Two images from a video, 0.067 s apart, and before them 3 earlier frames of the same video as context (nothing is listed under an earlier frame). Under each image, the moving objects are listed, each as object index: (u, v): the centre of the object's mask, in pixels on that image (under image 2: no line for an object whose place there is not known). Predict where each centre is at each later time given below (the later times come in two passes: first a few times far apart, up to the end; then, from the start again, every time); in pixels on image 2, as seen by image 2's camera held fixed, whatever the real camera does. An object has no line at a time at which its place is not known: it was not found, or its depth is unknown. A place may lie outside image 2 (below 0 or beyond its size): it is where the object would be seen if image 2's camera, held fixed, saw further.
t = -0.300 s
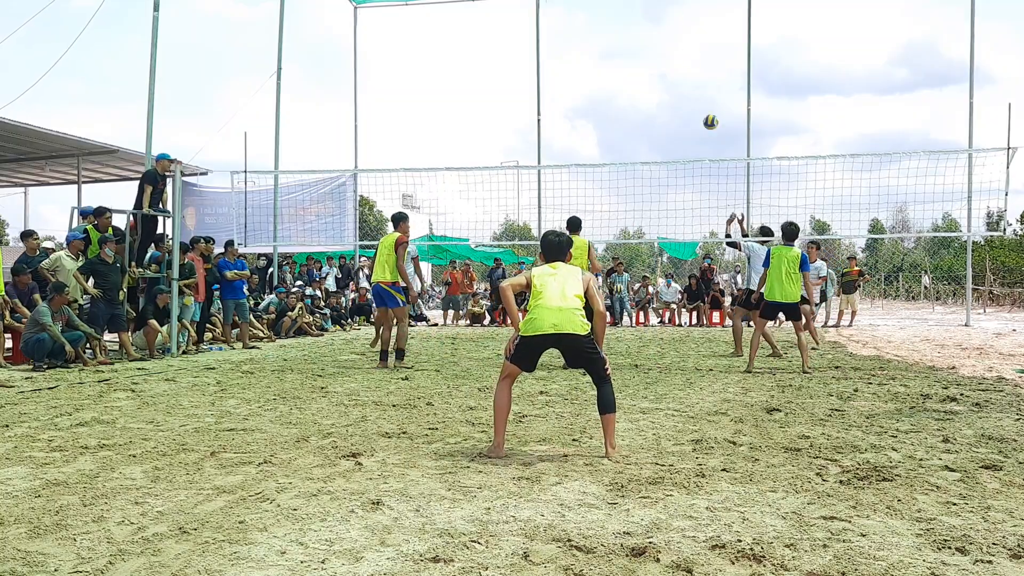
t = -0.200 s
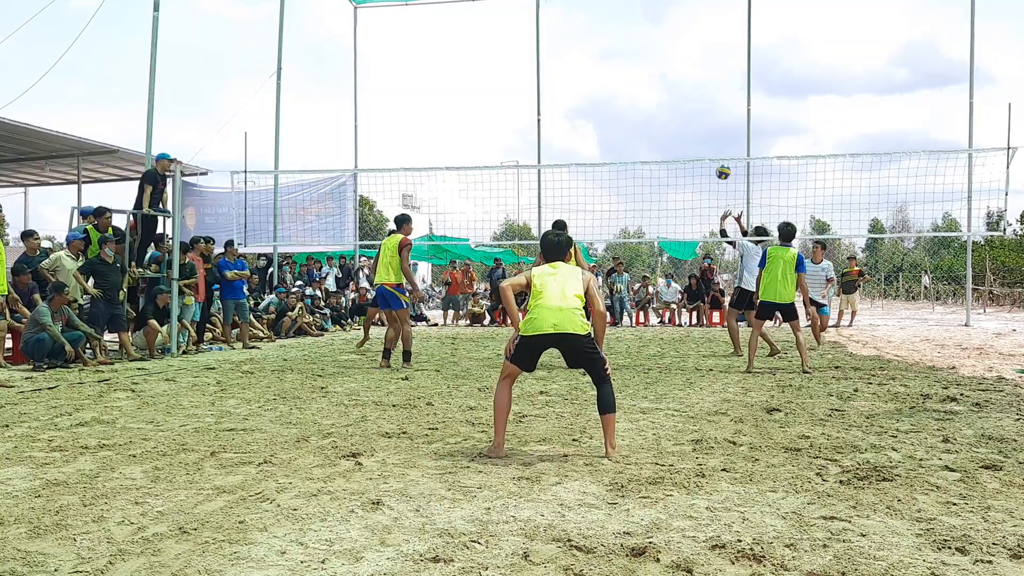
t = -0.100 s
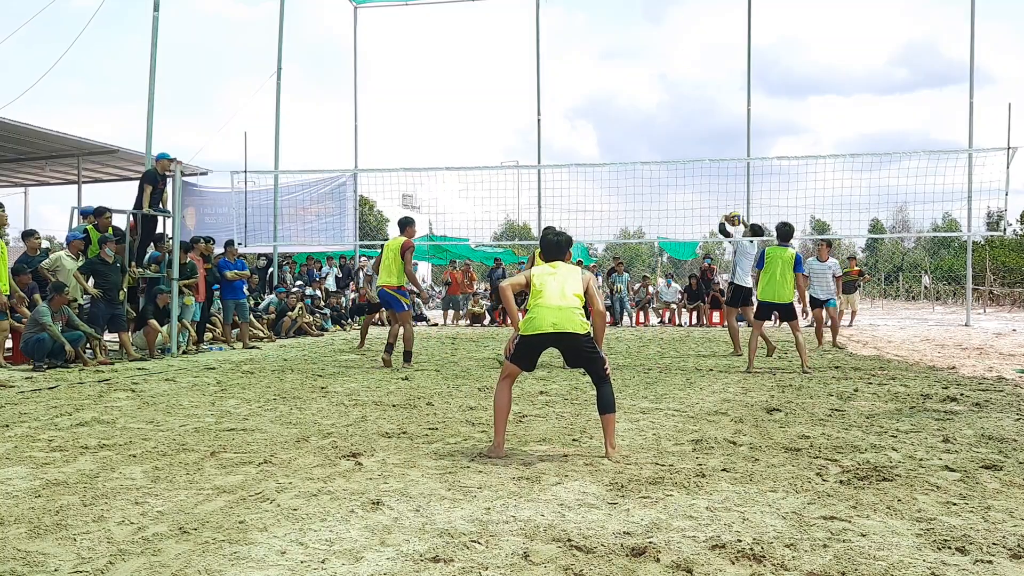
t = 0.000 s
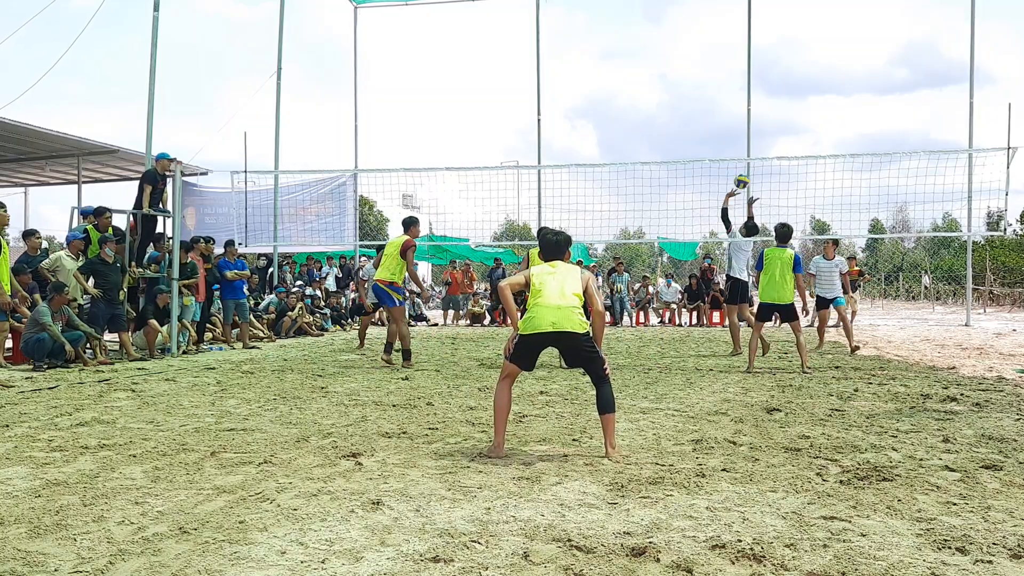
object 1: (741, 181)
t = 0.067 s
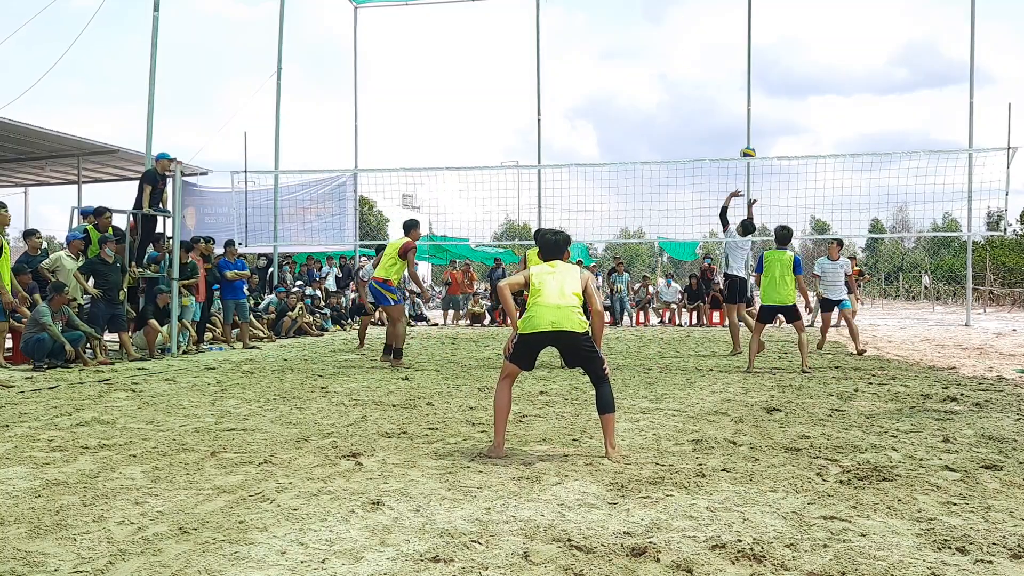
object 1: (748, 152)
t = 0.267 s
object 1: (766, 89)
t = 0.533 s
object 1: (791, 48)
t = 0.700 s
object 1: (807, 49)
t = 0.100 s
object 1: (751, 141)
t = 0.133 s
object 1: (754, 129)
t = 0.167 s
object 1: (757, 118)
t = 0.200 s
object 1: (760, 108)
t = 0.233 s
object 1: (763, 98)
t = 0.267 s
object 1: (766, 89)
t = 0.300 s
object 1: (769, 81)
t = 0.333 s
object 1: (772, 74)
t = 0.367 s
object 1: (775, 68)
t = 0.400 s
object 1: (779, 62)
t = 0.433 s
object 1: (782, 57)
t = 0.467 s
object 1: (785, 54)
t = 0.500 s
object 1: (788, 50)
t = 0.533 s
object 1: (791, 48)
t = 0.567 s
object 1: (794, 46)
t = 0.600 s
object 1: (798, 46)
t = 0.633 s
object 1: (801, 46)
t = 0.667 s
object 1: (804, 47)
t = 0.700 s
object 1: (807, 49)
